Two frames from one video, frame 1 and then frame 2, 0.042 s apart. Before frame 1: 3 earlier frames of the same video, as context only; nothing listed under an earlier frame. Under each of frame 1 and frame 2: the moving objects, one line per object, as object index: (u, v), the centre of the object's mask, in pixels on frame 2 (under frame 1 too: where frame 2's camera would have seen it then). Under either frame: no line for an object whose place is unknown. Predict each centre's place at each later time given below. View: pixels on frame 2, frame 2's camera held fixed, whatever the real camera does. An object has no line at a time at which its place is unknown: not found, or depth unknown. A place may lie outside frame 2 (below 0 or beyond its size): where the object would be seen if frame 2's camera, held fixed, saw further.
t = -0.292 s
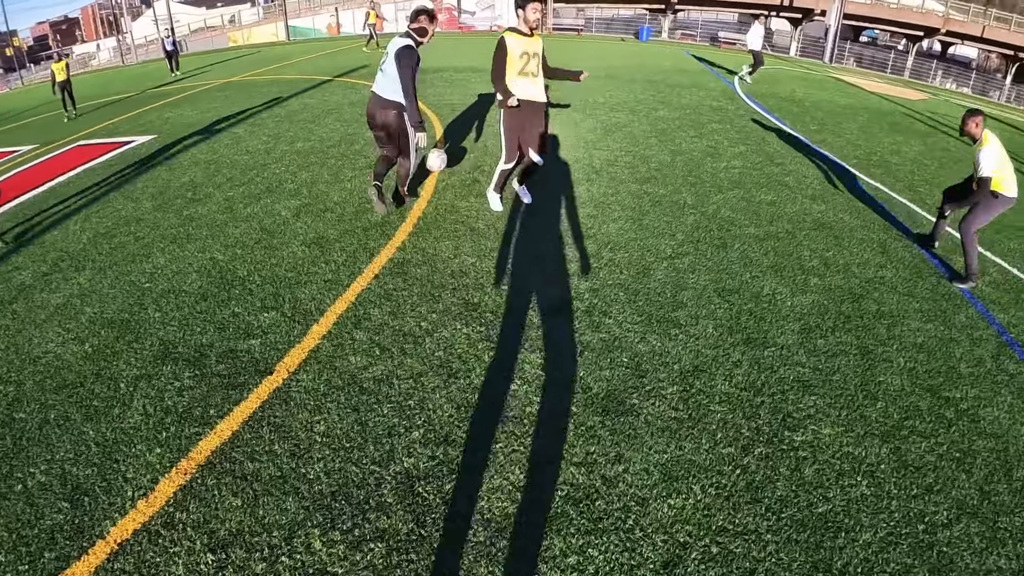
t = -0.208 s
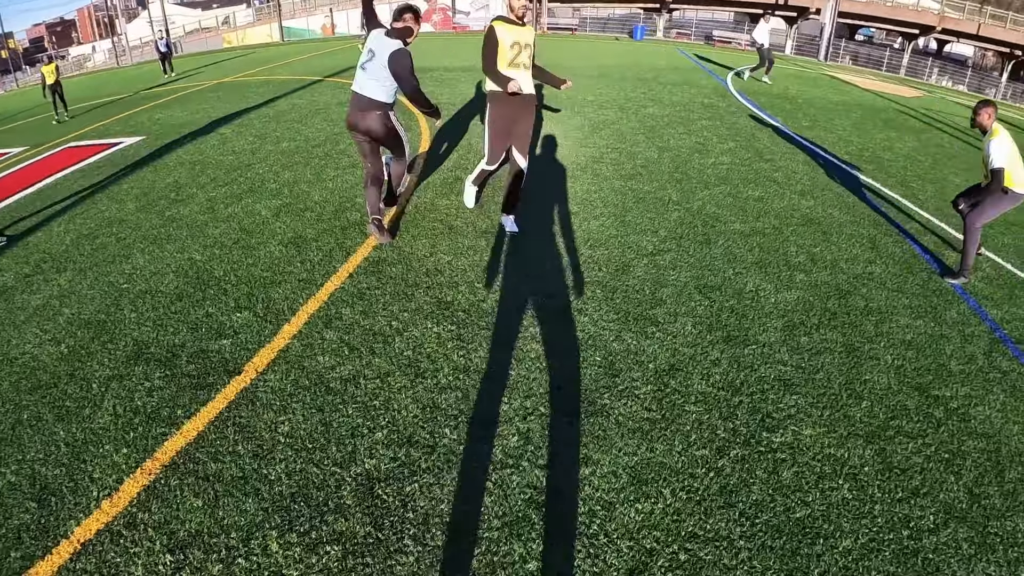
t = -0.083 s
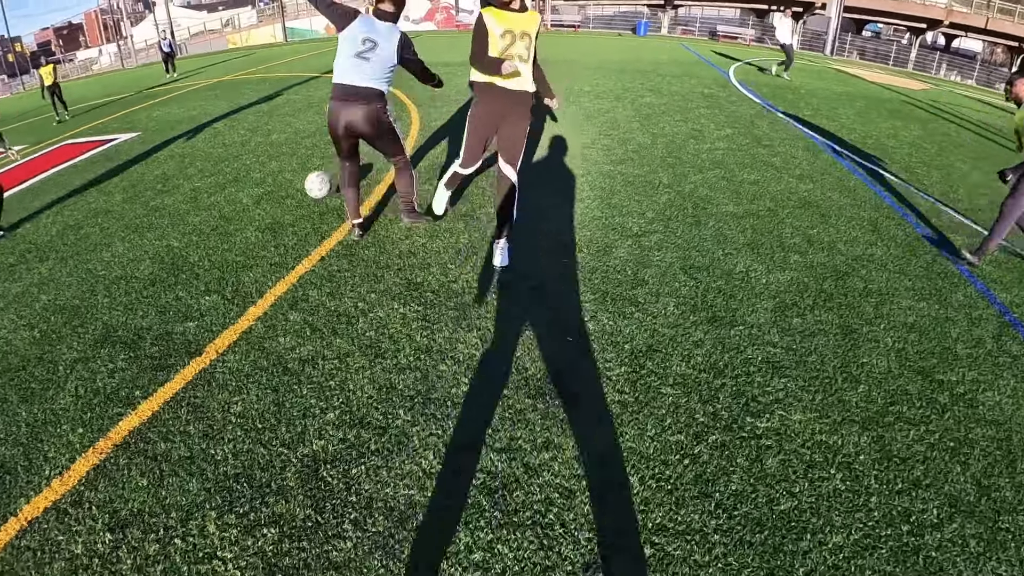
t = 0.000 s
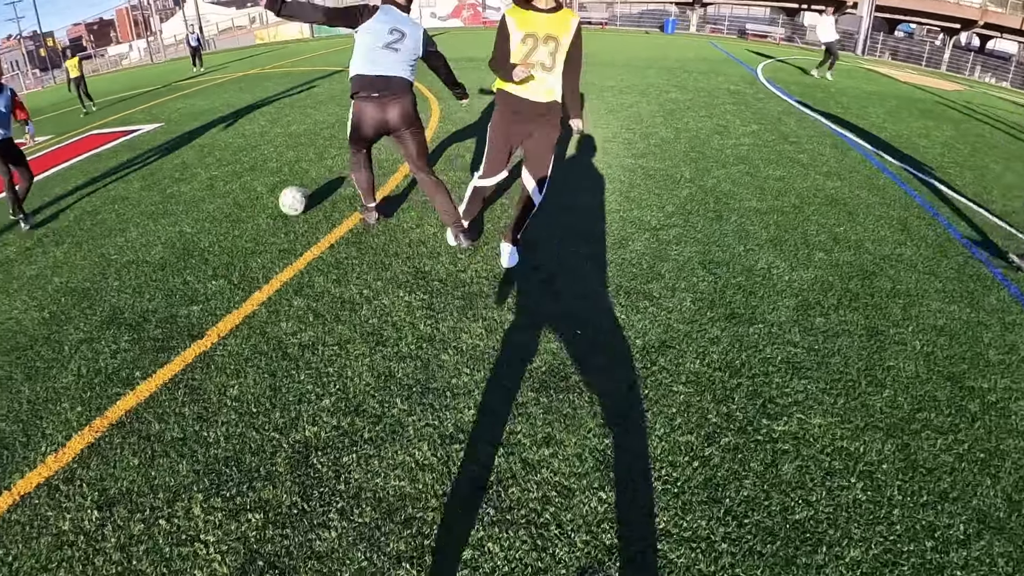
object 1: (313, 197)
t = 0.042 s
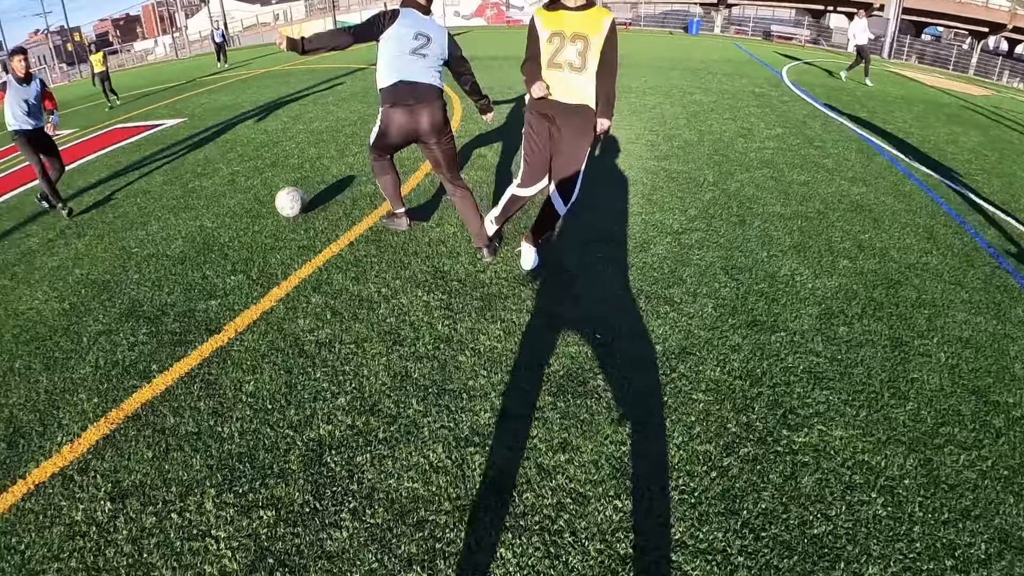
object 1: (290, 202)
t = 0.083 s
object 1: (266, 209)
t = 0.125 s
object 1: (244, 218)
